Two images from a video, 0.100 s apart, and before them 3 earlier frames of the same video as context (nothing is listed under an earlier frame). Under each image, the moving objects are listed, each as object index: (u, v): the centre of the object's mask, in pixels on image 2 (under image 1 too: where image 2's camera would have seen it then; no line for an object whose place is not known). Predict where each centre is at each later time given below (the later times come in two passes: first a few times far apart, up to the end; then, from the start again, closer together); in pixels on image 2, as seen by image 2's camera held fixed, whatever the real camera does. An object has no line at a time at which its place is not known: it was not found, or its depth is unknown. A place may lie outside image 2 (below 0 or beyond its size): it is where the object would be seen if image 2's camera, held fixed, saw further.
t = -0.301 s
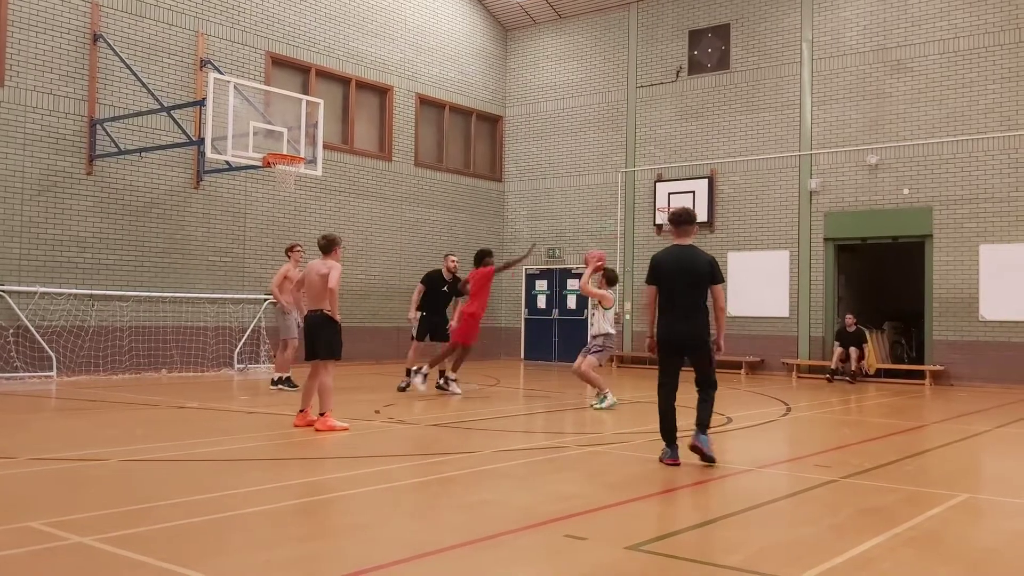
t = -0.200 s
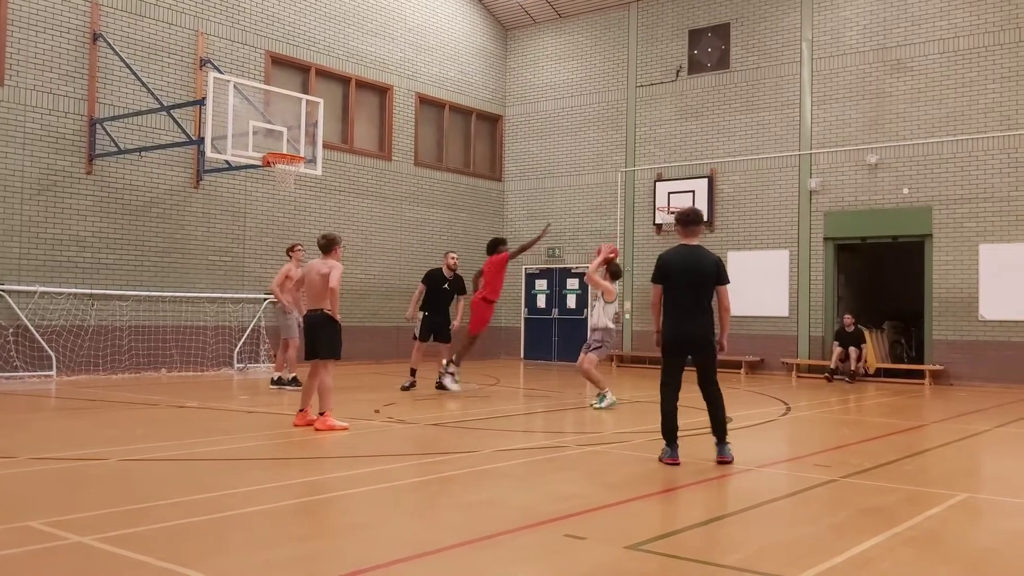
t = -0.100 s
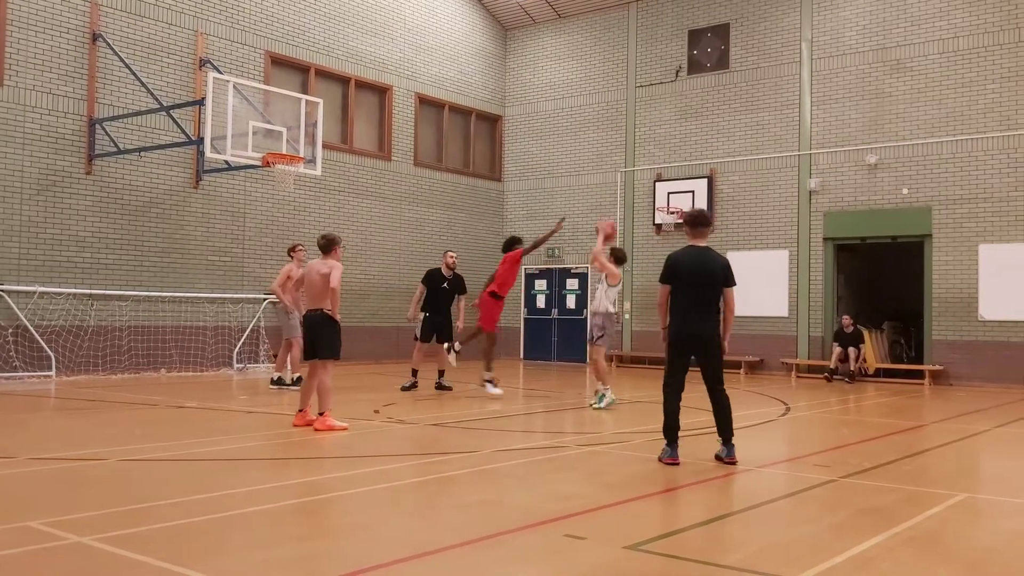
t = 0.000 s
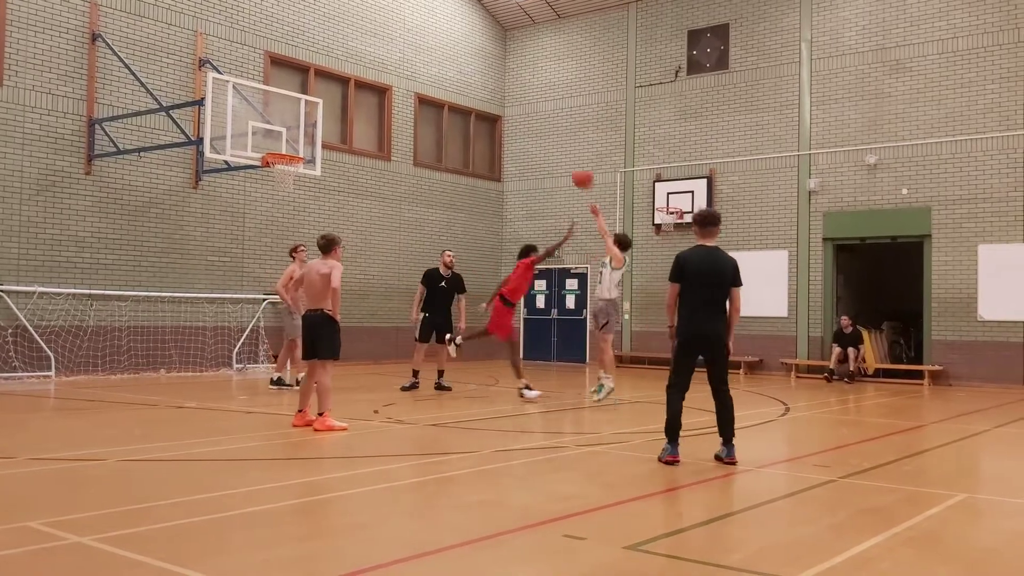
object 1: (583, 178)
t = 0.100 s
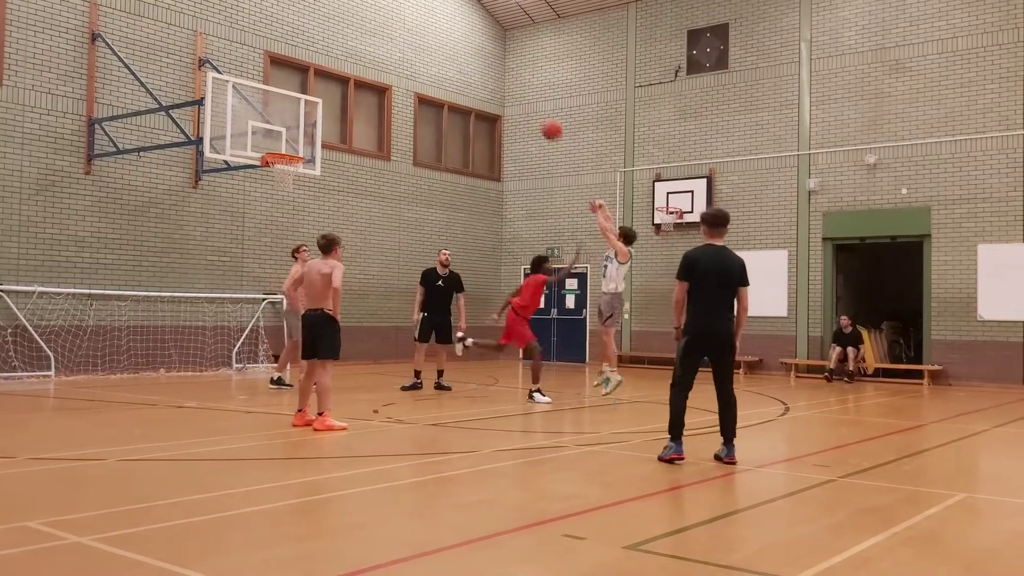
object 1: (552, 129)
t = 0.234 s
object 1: (512, 80)
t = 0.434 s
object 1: (456, 39)
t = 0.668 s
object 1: (395, 30)
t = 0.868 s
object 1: (341, 58)
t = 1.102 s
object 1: (281, 123)
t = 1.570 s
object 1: (396, 161)
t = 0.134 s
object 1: (541, 117)
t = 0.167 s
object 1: (532, 104)
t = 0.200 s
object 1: (521, 91)
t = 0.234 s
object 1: (512, 80)
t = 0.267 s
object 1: (504, 71)
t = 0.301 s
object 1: (494, 62)
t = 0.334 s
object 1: (483, 55)
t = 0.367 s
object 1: (473, 48)
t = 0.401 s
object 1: (465, 42)
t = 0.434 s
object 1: (456, 39)
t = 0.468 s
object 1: (447, 34)
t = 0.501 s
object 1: (438, 32)
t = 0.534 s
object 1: (429, 30)
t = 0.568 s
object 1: (420, 29)
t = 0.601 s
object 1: (411, 29)
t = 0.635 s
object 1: (403, 29)
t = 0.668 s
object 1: (395, 30)
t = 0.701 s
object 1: (388, 33)
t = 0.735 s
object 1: (379, 37)
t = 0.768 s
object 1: (367, 41)
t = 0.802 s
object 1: (356, 46)
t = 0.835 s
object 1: (346, 51)
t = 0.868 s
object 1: (341, 58)
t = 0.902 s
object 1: (335, 65)
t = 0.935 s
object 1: (323, 75)
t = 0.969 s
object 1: (315, 80)
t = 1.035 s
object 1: (301, 103)
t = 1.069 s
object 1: (294, 113)
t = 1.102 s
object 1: (281, 123)
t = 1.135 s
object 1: (271, 136)
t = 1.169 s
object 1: (272, 145)
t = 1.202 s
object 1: (281, 144)
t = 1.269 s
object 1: (299, 139)
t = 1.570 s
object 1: (396, 161)
